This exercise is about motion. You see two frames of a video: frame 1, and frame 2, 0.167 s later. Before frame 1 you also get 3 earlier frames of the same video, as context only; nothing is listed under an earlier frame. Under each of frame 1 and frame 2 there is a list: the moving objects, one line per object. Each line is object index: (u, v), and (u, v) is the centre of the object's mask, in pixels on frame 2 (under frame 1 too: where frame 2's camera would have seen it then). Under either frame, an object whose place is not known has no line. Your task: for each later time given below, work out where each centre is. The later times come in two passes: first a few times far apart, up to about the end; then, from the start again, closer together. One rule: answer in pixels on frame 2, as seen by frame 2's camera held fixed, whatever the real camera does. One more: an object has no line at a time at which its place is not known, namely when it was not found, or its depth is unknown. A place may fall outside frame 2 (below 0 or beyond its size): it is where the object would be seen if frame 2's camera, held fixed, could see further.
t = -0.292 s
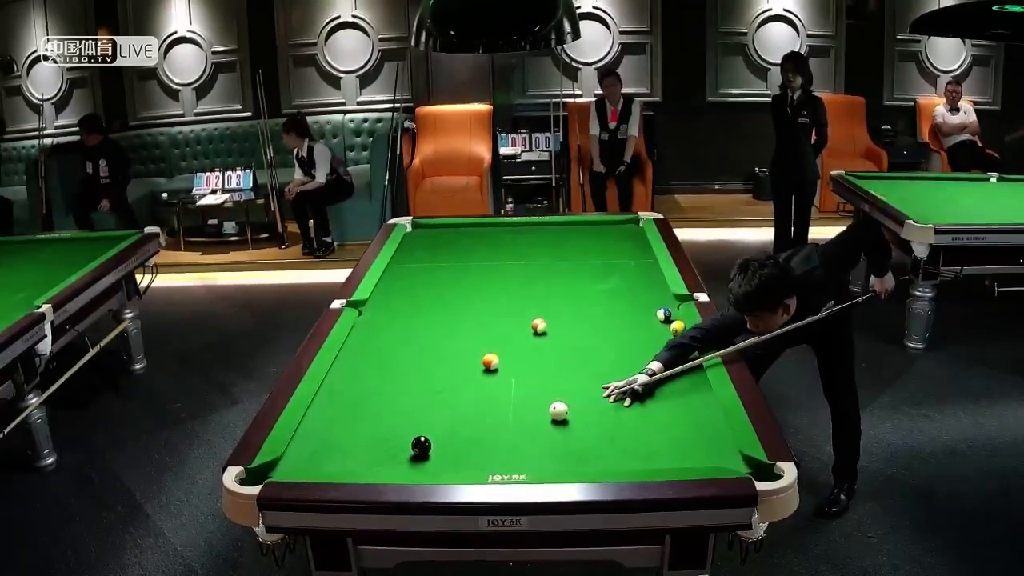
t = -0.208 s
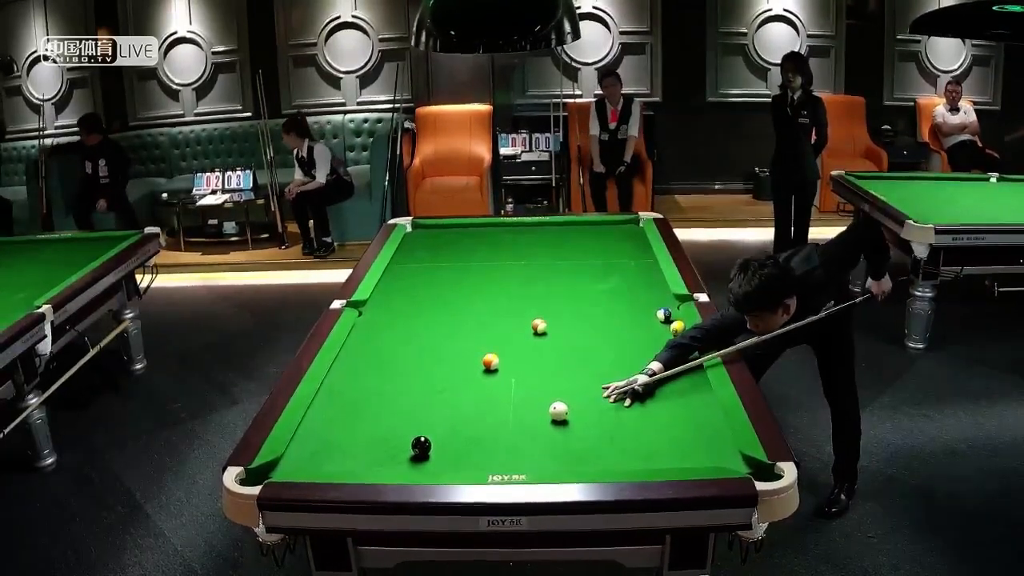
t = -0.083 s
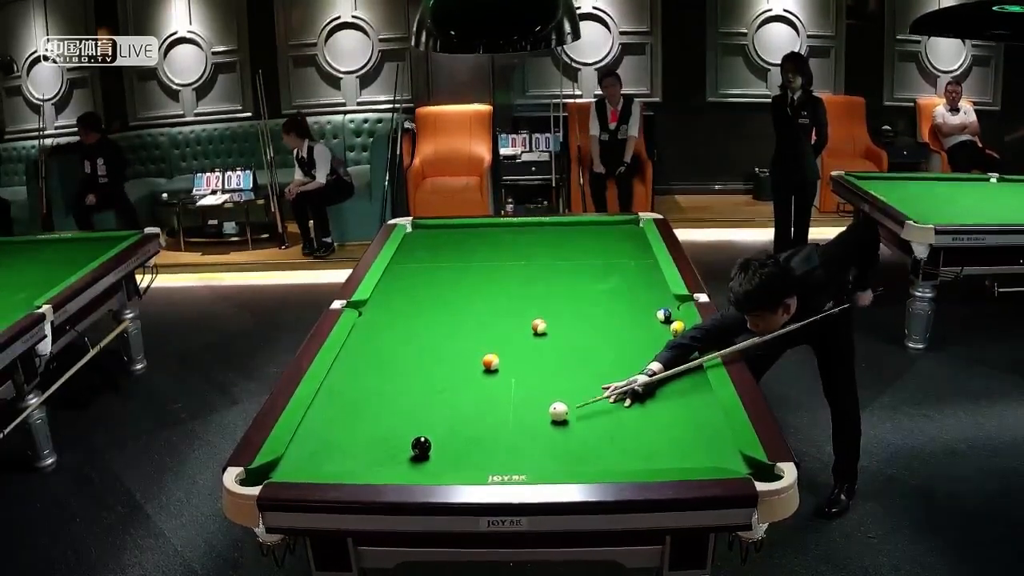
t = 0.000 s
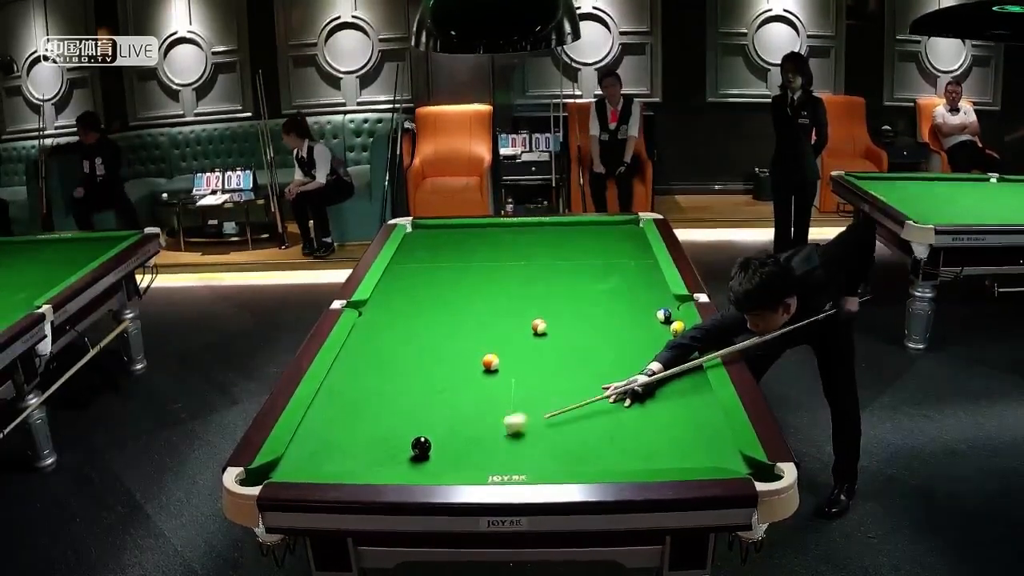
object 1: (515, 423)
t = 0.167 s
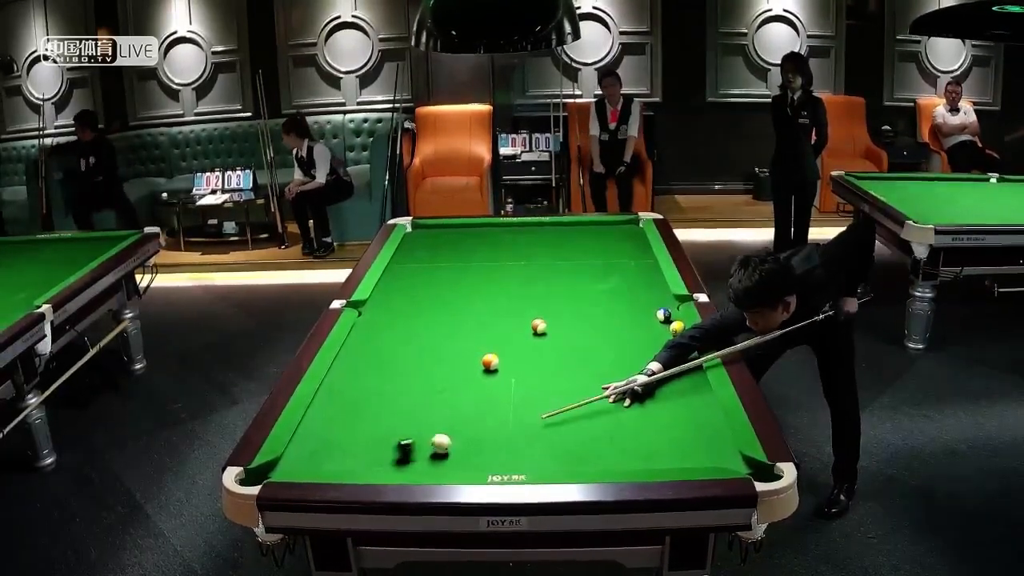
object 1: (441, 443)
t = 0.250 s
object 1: (439, 446)
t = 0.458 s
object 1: (434, 455)
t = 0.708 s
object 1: (430, 462)
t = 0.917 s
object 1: (427, 465)
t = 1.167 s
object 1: (425, 464)
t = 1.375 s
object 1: (425, 463)
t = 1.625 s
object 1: (425, 462)
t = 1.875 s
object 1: (425, 462)
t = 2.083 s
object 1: (425, 462)
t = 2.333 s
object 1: (425, 462)
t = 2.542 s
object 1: (425, 462)
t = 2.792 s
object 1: (424, 462)
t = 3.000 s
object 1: (424, 462)
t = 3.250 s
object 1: (424, 462)
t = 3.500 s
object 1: (424, 462)
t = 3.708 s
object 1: (424, 462)
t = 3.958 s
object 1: (424, 462)
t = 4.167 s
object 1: (425, 462)
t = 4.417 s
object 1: (425, 462)
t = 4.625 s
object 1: (424, 462)
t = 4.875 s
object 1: (425, 462)
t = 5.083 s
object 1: (425, 462)
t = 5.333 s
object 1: (424, 462)
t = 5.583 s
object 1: (425, 461)
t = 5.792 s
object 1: (424, 461)
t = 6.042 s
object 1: (424, 462)
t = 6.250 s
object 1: (424, 462)
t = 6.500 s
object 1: (425, 461)
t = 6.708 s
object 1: (425, 462)
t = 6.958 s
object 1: (424, 461)
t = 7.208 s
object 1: (424, 462)
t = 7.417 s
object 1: (424, 462)
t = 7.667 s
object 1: (425, 462)
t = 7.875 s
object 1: (425, 462)
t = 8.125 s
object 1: (424, 461)
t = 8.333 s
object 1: (424, 461)
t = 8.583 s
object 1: (424, 461)
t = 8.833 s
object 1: (424, 461)
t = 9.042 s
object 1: (424, 461)
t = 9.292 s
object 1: (424, 462)
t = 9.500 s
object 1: (424, 461)
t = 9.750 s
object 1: (424, 461)
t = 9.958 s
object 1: (424, 462)
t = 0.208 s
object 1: (440, 445)
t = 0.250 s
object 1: (439, 446)
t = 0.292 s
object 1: (438, 447)
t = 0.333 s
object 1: (437, 450)
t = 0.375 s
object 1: (436, 452)
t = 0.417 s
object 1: (435, 453)
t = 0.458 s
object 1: (434, 455)
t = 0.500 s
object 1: (434, 456)
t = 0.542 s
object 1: (433, 458)
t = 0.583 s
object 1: (432, 459)
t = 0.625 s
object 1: (432, 460)
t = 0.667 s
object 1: (431, 461)
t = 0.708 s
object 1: (430, 462)
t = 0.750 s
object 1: (429, 463)
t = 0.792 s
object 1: (429, 463)
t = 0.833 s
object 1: (428, 464)
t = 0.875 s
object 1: (427, 464)
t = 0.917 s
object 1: (427, 465)
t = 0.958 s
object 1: (426, 466)
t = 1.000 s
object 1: (426, 466)
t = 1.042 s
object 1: (426, 465)
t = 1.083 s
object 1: (426, 465)
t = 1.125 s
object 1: (426, 465)
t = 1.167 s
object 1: (425, 464)
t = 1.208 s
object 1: (425, 464)
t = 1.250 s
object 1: (425, 464)
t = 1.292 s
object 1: (425, 463)
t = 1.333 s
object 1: (425, 463)
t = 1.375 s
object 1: (425, 463)
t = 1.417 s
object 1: (425, 463)
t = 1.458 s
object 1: (425, 462)
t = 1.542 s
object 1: (425, 462)
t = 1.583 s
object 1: (425, 462)
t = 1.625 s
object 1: (425, 462)
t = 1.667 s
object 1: (425, 462)
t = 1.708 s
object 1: (425, 462)
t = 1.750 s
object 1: (425, 462)
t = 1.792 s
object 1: (425, 462)
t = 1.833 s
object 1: (425, 462)
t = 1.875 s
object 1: (425, 462)
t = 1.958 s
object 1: (425, 462)
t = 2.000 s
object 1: (425, 462)
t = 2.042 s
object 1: (425, 462)
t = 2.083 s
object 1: (425, 462)
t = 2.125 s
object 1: (425, 462)
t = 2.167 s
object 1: (425, 462)
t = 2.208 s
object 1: (425, 462)
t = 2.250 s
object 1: (425, 462)
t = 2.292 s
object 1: (425, 462)
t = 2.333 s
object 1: (425, 462)
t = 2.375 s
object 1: (425, 462)
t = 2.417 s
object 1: (425, 462)
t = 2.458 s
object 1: (425, 462)
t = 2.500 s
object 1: (425, 462)
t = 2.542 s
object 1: (425, 462)
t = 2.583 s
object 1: (425, 462)
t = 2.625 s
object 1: (425, 462)
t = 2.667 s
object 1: (425, 462)
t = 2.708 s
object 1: (425, 462)
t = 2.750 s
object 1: (425, 462)
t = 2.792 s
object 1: (424, 462)
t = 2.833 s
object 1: (425, 462)
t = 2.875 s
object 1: (425, 462)
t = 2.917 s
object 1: (424, 462)
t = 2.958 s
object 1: (425, 462)
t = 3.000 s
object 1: (424, 462)
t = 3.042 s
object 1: (425, 462)
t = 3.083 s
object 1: (425, 462)
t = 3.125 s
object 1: (424, 462)
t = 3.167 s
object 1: (425, 462)
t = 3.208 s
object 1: (425, 462)
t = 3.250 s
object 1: (424, 462)
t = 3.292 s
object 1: (425, 462)
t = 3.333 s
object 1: (424, 462)
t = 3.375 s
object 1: (424, 462)
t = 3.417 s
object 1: (424, 462)
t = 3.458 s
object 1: (424, 462)
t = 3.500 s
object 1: (424, 462)
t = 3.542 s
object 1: (424, 462)
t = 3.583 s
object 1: (425, 462)
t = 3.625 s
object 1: (424, 462)
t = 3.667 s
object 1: (424, 462)
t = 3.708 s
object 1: (424, 462)
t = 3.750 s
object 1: (424, 462)
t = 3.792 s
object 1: (424, 462)
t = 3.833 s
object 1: (424, 462)
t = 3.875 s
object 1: (424, 462)
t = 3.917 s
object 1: (424, 462)
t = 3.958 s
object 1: (424, 462)
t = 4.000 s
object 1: (424, 462)
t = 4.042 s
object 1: (424, 462)
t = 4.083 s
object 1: (425, 462)
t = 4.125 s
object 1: (425, 462)
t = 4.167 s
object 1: (425, 462)
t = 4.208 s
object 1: (425, 462)
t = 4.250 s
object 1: (424, 462)
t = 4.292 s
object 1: (424, 462)
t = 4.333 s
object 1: (425, 462)
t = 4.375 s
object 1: (425, 462)
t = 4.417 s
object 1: (425, 462)
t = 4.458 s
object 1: (425, 462)
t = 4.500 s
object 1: (425, 462)
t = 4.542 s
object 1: (425, 462)
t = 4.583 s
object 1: (425, 462)
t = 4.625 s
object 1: (424, 462)
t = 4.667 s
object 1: (424, 461)
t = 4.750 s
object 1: (424, 462)
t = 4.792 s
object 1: (425, 462)
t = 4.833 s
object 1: (425, 462)
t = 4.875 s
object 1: (425, 462)
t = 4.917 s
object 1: (425, 462)
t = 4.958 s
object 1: (425, 462)
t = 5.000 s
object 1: (425, 462)
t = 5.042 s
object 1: (425, 462)
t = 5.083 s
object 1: (425, 462)
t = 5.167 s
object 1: (424, 462)
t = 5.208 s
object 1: (424, 462)
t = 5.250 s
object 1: (424, 462)
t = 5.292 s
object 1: (424, 462)
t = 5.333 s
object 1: (424, 462)
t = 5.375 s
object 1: (424, 462)
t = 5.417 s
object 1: (424, 461)
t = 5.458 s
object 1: (424, 462)
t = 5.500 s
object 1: (424, 461)
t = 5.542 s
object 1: (425, 461)
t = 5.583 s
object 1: (425, 461)
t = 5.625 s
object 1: (425, 461)
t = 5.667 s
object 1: (424, 462)
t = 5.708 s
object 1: (424, 462)
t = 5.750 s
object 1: (424, 462)
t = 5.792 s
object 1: (424, 461)
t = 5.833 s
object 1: (424, 462)
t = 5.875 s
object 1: (424, 462)
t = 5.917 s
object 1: (424, 462)
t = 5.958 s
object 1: (424, 462)
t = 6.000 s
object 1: (424, 462)
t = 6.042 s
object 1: (424, 462)
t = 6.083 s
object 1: (424, 462)
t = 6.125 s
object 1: (424, 462)
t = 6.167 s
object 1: (424, 462)
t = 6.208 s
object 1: (424, 462)
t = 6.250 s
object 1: (424, 462)
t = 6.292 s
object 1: (424, 461)
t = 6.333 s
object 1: (424, 461)
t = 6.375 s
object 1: (424, 462)
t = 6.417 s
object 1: (425, 462)
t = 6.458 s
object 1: (425, 461)
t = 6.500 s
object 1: (425, 461)
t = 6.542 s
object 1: (424, 461)
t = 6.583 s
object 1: (424, 461)
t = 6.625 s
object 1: (424, 461)
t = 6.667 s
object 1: (424, 461)
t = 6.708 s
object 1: (425, 462)
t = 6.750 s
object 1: (425, 461)
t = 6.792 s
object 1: (424, 462)
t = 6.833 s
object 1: (424, 462)
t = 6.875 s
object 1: (424, 462)
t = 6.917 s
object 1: (425, 462)
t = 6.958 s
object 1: (424, 461)
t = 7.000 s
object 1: (425, 462)
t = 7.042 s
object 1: (425, 462)
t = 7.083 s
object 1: (425, 462)
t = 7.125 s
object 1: (424, 462)
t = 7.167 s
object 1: (424, 462)
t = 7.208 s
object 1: (424, 462)
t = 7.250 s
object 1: (424, 462)
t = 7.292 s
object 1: (424, 462)
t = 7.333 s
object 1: (425, 462)
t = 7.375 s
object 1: (424, 462)
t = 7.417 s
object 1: (424, 462)
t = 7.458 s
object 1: (425, 462)
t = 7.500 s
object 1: (425, 462)
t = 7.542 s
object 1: (424, 462)
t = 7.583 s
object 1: (425, 461)
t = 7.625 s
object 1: (425, 462)
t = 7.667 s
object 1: (425, 462)
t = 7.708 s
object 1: (425, 462)
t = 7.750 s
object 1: (425, 462)
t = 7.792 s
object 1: (425, 462)
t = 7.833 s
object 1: (424, 462)
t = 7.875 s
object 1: (425, 462)
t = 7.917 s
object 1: (425, 462)
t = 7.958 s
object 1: (424, 461)
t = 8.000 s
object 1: (424, 461)
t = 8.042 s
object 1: (424, 461)
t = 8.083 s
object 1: (424, 461)
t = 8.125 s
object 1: (424, 461)
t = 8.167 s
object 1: (425, 461)
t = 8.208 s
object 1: (424, 461)
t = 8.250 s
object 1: (424, 461)
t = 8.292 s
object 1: (425, 462)
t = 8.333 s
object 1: (424, 461)
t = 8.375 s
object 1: (425, 461)
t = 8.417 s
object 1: (424, 461)
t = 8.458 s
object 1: (424, 461)
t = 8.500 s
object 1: (424, 461)
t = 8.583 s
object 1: (424, 461)
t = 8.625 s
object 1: (424, 461)
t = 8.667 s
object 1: (425, 461)
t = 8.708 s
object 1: (425, 461)
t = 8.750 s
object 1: (424, 461)
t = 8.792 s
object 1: (424, 461)
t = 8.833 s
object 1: (424, 461)
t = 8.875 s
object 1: (424, 461)
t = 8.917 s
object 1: (424, 461)
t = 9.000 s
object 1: (424, 461)
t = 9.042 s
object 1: (424, 461)
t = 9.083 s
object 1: (424, 461)
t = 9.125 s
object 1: (424, 461)
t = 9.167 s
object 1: (424, 462)
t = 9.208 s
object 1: (424, 462)
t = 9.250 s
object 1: (424, 462)
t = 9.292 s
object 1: (424, 462)
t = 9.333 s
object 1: (424, 462)
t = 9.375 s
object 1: (424, 461)
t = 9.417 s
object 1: (424, 462)
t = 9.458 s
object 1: (425, 461)
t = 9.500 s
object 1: (424, 461)
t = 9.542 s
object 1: (424, 461)
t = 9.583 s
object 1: (424, 461)
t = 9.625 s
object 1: (424, 461)
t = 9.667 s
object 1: (424, 461)
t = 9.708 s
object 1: (424, 461)
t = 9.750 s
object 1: (424, 461)
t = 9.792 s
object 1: (424, 461)
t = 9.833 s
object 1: (424, 461)
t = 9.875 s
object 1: (424, 462)
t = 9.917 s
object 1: (424, 462)
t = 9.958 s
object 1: (424, 462)
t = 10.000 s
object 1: (424, 462)
